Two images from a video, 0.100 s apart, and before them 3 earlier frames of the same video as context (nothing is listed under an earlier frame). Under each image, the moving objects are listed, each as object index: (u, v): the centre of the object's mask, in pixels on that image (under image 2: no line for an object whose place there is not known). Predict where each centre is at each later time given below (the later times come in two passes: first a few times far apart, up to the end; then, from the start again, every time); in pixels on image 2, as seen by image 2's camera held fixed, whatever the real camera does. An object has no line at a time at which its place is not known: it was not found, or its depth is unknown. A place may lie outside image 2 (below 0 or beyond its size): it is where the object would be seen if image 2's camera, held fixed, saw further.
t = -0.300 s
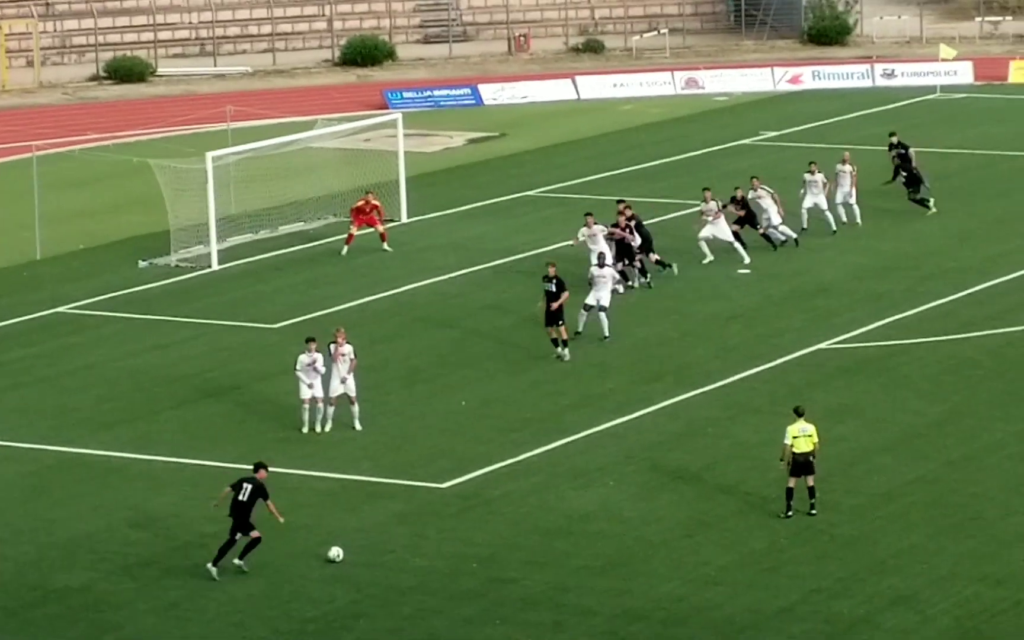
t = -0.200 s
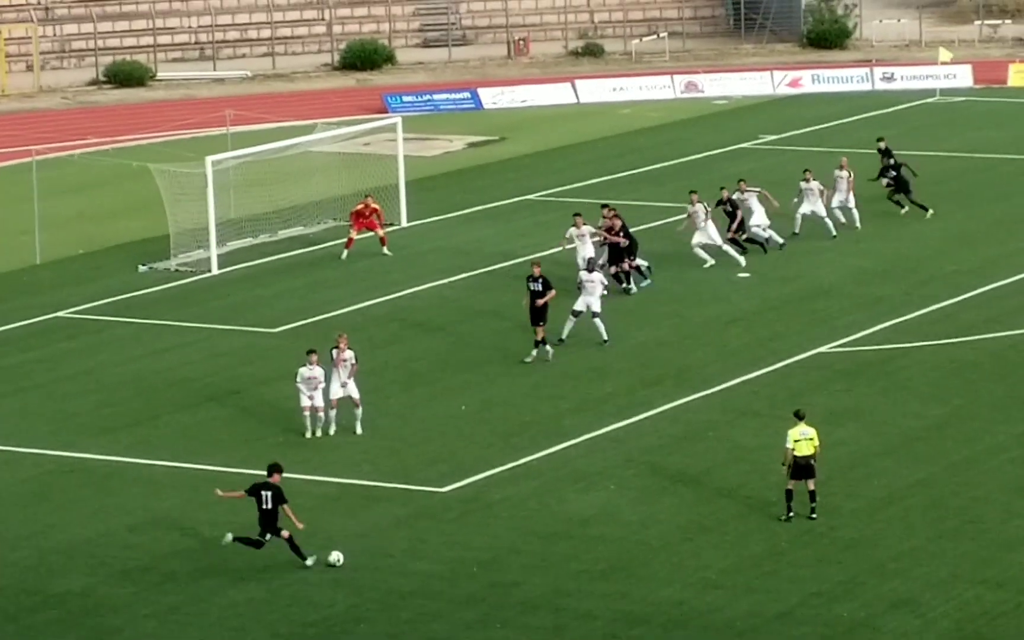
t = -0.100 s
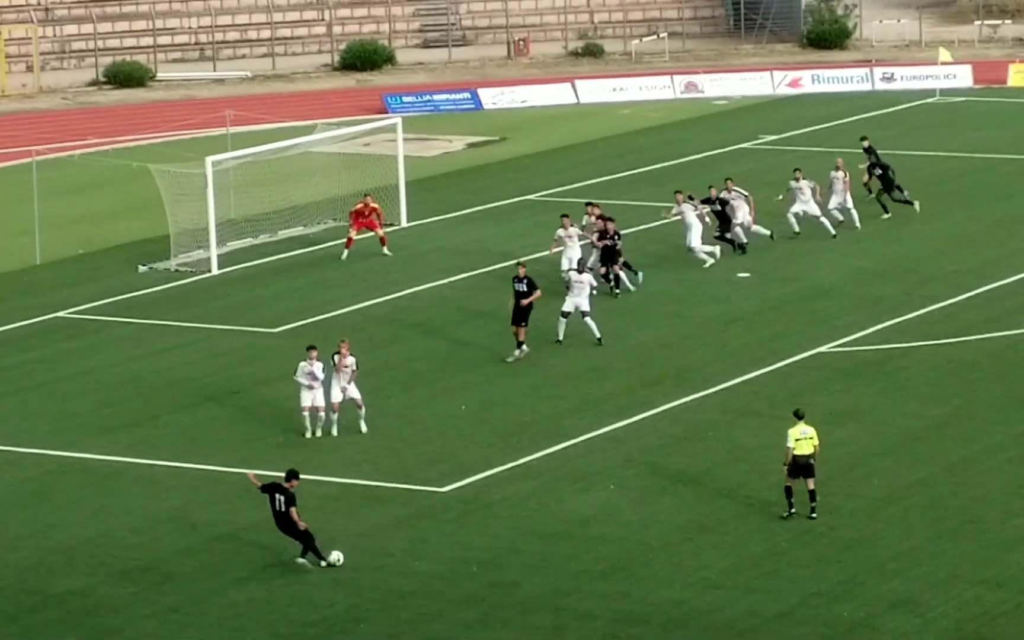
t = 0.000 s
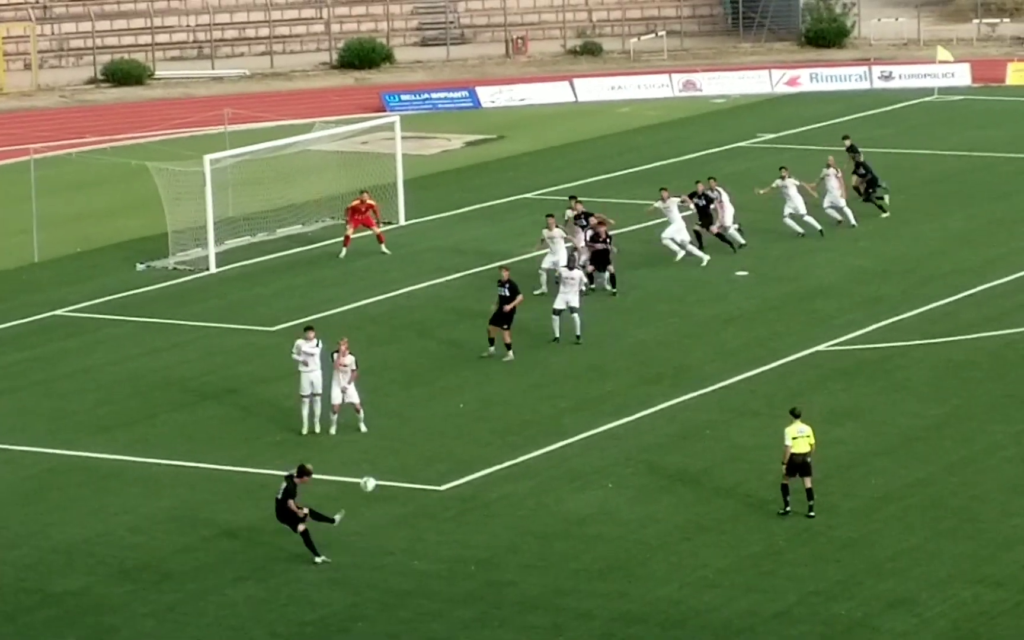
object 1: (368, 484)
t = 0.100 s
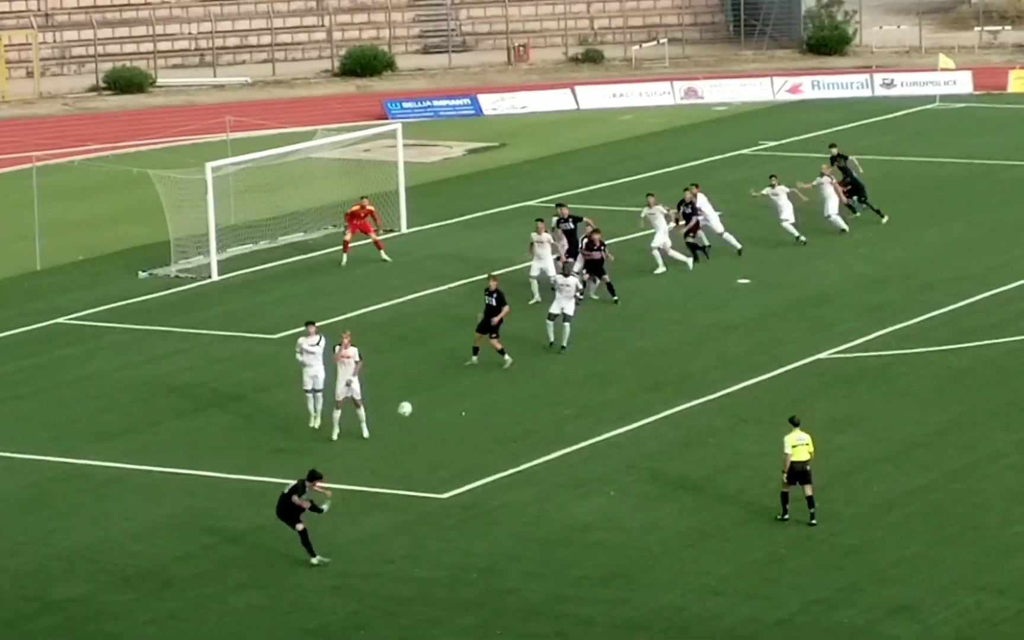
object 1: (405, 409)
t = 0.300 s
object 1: (448, 291)
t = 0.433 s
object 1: (464, 240)
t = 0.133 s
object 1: (415, 385)
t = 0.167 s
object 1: (423, 363)
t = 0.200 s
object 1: (431, 343)
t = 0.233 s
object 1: (437, 324)
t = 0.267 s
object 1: (443, 307)
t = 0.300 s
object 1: (448, 291)
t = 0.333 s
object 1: (453, 276)
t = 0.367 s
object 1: (458, 263)
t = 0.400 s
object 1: (461, 251)
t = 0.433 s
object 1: (464, 240)
